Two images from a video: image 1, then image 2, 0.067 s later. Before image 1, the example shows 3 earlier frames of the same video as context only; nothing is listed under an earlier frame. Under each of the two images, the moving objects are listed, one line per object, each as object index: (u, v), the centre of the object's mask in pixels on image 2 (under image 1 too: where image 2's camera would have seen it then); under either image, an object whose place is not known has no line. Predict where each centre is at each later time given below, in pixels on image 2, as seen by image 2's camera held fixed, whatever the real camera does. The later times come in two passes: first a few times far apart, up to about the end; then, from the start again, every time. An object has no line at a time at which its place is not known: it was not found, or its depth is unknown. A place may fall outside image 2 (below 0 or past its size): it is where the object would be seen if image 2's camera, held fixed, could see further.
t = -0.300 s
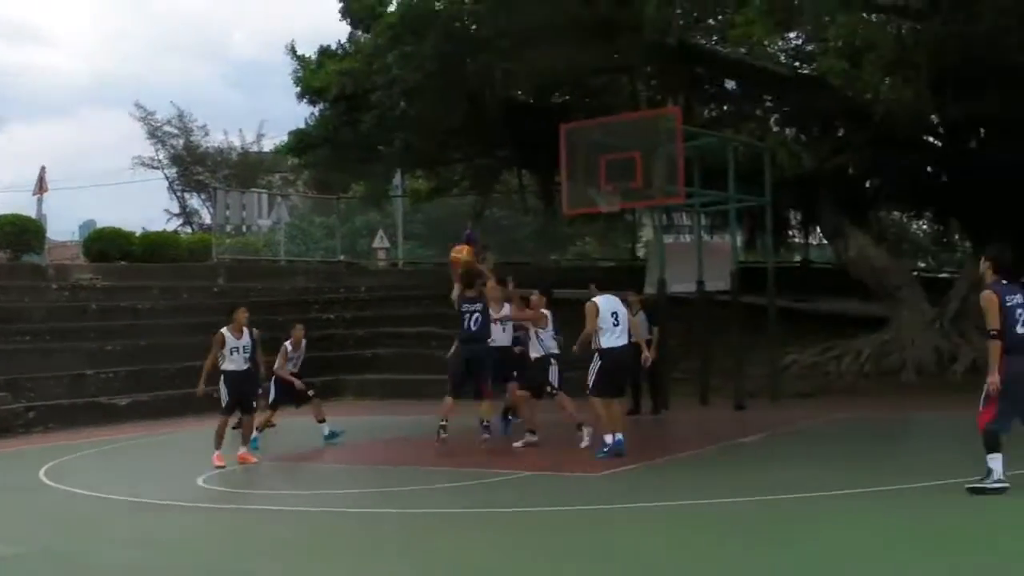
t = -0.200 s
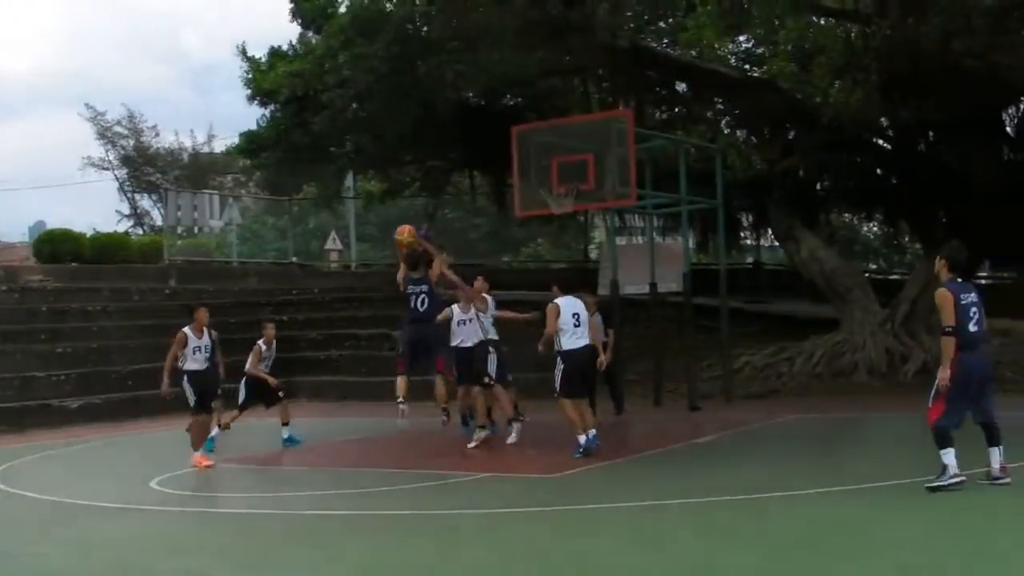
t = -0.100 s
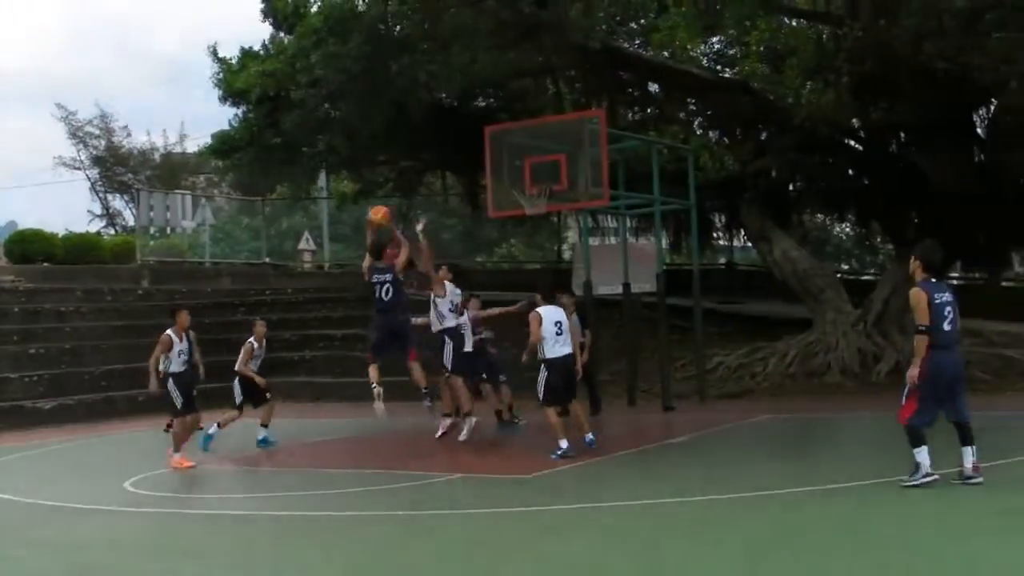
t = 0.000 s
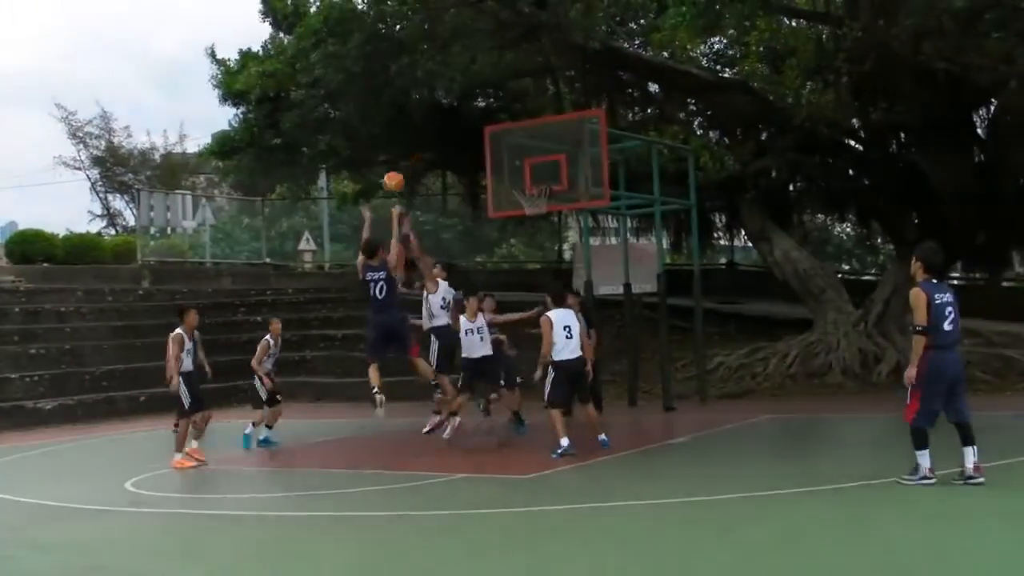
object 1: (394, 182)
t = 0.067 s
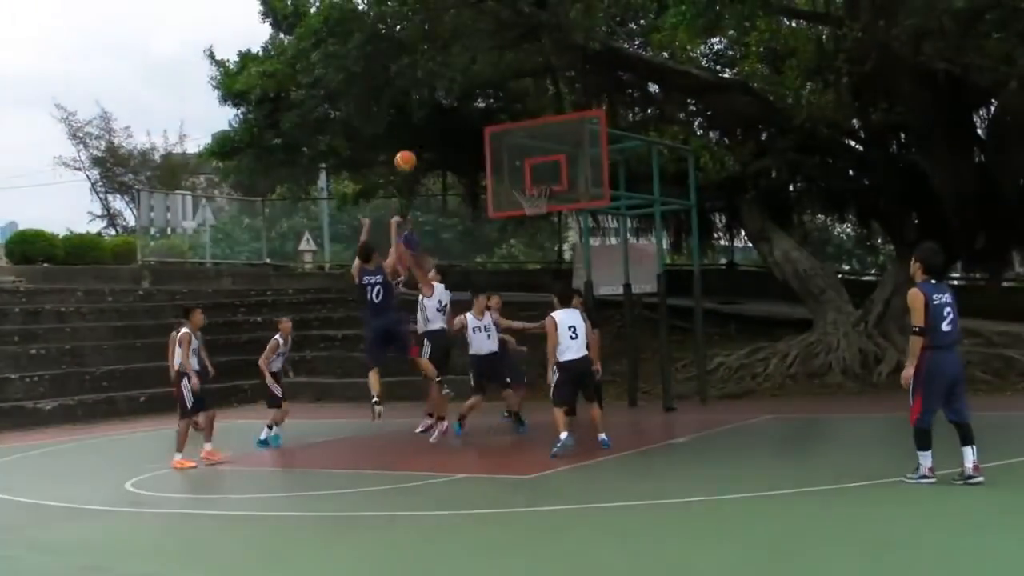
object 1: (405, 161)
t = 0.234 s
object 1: (434, 128)
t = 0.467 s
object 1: (473, 121)
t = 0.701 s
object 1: (511, 157)
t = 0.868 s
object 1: (538, 170)
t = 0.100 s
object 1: (411, 152)
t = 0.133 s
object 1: (416, 145)
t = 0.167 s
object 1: (422, 138)
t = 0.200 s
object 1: (428, 132)
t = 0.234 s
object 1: (434, 128)
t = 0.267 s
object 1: (439, 124)
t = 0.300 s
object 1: (444, 121)
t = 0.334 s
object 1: (450, 119)
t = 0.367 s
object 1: (456, 119)
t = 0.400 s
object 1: (461, 118)
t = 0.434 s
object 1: (467, 119)
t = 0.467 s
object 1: (473, 121)
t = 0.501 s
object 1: (478, 124)
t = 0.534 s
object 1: (482, 126)
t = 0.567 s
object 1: (489, 132)
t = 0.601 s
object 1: (494, 137)
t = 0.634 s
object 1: (500, 143)
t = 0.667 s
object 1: (505, 150)
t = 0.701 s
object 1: (511, 157)
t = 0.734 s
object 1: (516, 166)
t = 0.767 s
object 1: (524, 175)
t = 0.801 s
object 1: (529, 180)
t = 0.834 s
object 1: (534, 173)
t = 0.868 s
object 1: (538, 170)
